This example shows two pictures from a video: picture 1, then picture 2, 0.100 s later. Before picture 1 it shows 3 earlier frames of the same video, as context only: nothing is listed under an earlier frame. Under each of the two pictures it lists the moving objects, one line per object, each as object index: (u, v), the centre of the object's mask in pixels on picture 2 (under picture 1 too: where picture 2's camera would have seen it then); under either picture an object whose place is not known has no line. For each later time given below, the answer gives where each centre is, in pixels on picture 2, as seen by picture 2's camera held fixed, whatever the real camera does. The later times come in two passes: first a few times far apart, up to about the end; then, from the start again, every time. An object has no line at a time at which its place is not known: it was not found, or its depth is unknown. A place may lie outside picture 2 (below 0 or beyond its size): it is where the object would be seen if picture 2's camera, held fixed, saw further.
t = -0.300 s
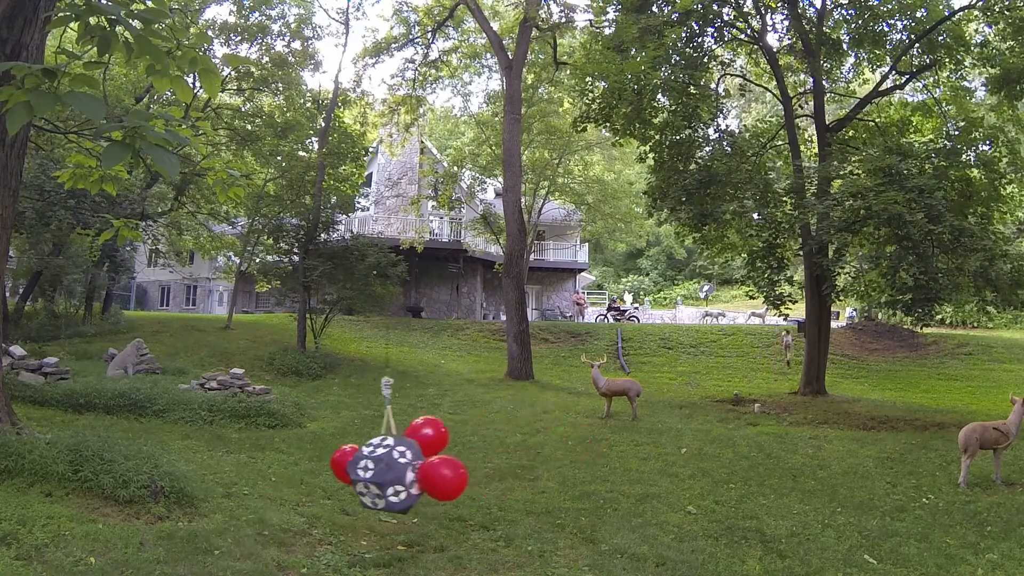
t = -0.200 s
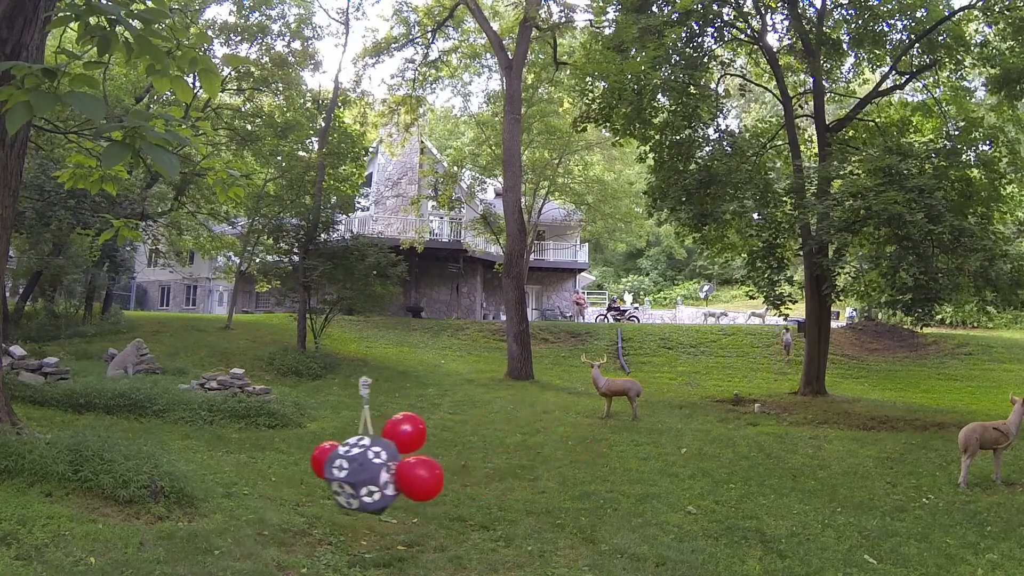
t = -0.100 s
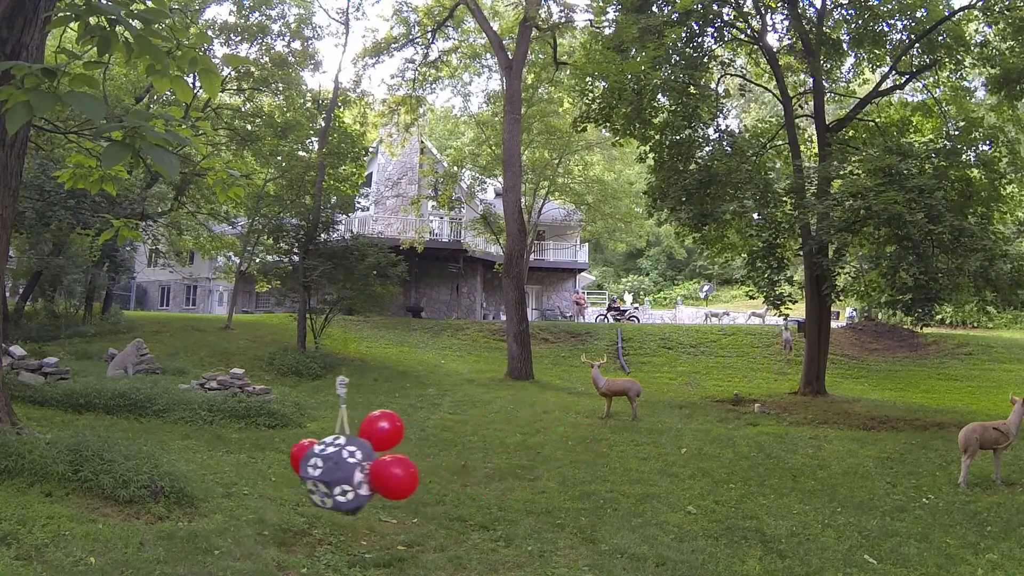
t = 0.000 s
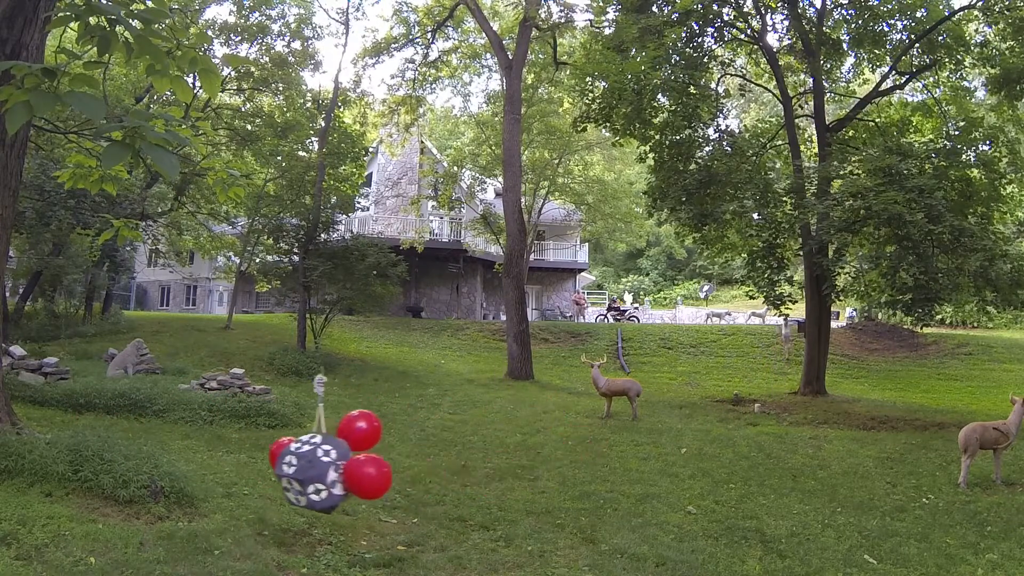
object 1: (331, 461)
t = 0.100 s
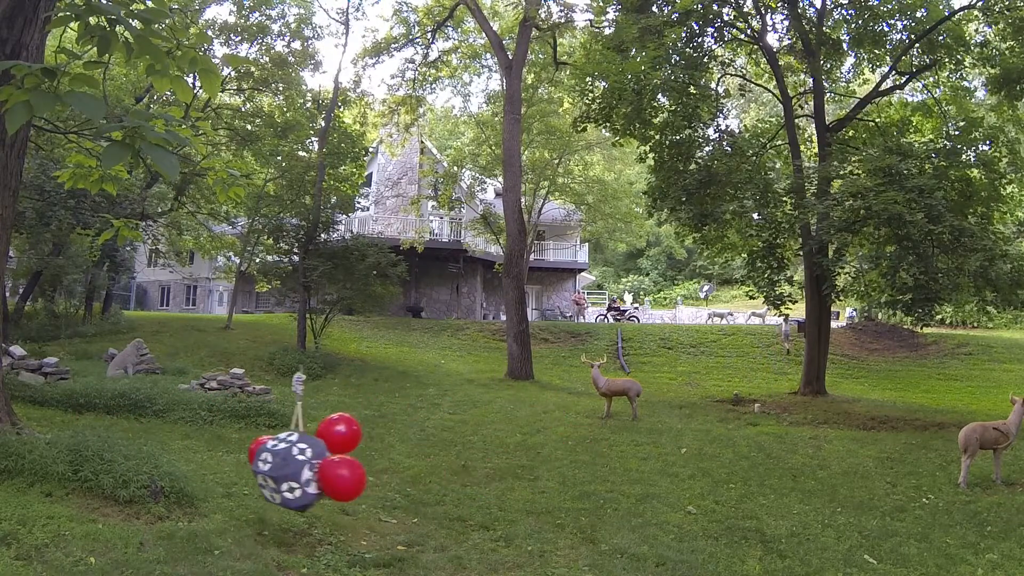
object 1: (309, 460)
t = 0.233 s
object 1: (279, 463)
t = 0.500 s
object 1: (224, 452)
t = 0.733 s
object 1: (193, 439)
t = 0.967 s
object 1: (177, 435)
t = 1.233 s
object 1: (174, 433)
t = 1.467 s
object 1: (185, 435)
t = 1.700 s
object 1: (210, 439)
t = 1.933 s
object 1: (247, 449)
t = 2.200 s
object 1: (299, 453)
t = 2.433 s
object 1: (347, 453)
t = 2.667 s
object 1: (396, 453)
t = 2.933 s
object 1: (448, 453)
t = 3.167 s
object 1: (487, 452)
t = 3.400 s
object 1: (514, 450)
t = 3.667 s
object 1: (527, 448)
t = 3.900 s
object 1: (522, 451)
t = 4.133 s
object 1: (501, 454)
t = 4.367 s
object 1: (468, 458)
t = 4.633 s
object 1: (418, 464)
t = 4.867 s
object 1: (366, 462)
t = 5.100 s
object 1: (314, 458)
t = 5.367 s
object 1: (262, 454)
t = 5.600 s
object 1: (224, 450)
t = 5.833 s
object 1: (198, 442)
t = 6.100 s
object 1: (177, 440)
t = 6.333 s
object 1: (179, 437)
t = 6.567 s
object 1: (194, 437)
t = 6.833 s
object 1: (226, 445)
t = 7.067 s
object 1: (265, 451)
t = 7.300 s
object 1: (307, 454)
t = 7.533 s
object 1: (351, 456)
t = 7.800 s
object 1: (402, 457)
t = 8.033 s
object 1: (443, 458)
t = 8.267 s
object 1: (481, 460)
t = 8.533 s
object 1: (505, 450)
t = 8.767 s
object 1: (511, 451)
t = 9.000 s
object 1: (504, 455)
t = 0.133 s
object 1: (301, 460)
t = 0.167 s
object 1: (293, 460)
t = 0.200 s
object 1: (286, 460)
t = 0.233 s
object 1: (279, 463)
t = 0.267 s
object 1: (271, 459)
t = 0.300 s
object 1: (264, 458)
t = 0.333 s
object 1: (256, 457)
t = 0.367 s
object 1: (250, 458)
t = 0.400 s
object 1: (243, 457)
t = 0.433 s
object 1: (236, 455)
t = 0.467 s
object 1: (230, 454)
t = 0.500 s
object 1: (224, 452)
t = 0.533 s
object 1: (219, 450)
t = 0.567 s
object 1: (214, 445)
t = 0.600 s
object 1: (209, 444)
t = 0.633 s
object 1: (205, 442)
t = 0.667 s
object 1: (201, 441)
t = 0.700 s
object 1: (197, 440)
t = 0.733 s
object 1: (193, 439)
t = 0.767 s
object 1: (190, 438)
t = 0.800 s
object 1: (187, 437)
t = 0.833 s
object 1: (185, 437)
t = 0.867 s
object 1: (183, 436)
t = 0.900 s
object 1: (181, 436)
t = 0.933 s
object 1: (179, 435)
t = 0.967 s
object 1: (177, 435)
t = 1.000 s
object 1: (176, 435)
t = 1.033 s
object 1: (175, 435)
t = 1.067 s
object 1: (175, 434)
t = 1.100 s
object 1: (174, 434)
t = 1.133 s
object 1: (174, 433)
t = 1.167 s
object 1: (173, 433)
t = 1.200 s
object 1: (174, 433)
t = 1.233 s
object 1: (174, 433)
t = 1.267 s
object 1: (175, 433)
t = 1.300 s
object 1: (176, 433)
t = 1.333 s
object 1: (177, 433)
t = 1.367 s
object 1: (178, 434)
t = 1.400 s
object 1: (180, 434)
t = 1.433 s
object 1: (183, 435)
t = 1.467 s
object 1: (185, 435)
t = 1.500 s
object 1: (188, 436)
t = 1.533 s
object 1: (191, 437)
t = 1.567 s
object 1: (194, 437)
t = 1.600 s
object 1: (198, 437)
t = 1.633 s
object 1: (201, 438)
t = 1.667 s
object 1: (206, 439)
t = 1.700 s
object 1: (210, 439)
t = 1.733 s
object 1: (215, 440)
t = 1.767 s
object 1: (220, 441)
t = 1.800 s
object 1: (224, 442)
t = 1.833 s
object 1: (230, 446)
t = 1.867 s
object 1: (235, 443)
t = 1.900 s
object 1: (241, 448)
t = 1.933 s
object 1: (247, 449)
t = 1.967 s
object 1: (252, 446)
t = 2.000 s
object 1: (259, 446)
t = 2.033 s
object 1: (266, 450)
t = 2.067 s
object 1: (272, 448)
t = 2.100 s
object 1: (278, 452)
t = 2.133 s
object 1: (285, 452)
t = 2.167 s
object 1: (292, 453)
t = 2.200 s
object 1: (299, 453)
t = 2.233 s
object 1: (305, 454)
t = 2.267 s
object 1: (312, 451)
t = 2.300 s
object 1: (319, 451)
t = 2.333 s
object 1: (326, 452)
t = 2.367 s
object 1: (333, 452)
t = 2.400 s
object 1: (340, 452)
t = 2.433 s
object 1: (347, 453)
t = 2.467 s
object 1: (354, 453)
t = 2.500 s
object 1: (361, 453)
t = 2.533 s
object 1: (368, 453)
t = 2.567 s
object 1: (375, 453)
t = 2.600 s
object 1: (382, 454)
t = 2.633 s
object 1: (389, 454)
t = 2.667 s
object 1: (396, 453)
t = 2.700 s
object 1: (403, 453)
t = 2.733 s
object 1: (410, 453)
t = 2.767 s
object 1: (416, 453)
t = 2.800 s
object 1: (423, 453)
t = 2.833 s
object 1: (429, 453)
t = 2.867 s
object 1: (436, 453)
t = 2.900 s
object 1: (442, 453)
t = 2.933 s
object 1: (448, 453)
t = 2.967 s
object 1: (455, 455)
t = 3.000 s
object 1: (460, 453)
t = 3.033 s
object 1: (466, 452)
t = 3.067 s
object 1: (471, 452)
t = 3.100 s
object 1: (476, 452)
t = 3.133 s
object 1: (482, 452)
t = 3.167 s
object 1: (487, 452)
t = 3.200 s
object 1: (492, 452)
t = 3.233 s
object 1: (496, 452)
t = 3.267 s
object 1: (500, 451)
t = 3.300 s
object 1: (504, 451)
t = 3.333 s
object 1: (508, 451)
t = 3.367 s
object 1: (511, 451)
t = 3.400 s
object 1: (514, 450)
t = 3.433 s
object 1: (517, 450)
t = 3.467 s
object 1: (520, 450)
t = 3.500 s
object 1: (522, 449)
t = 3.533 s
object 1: (523, 449)
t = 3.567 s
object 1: (525, 448)
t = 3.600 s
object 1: (526, 448)
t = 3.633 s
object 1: (526, 448)
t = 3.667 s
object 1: (527, 448)
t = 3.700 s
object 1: (527, 448)
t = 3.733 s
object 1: (527, 449)
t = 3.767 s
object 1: (527, 449)
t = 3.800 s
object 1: (526, 450)
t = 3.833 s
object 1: (525, 450)
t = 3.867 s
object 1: (524, 451)
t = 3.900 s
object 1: (522, 451)
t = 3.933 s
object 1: (520, 452)
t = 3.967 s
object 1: (518, 452)
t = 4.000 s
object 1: (515, 452)
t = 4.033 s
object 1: (512, 453)
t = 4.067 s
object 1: (509, 453)
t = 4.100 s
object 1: (505, 453)
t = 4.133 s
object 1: (501, 454)
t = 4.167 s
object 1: (497, 455)
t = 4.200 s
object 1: (493, 455)
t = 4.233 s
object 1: (488, 456)
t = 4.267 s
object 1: (484, 456)
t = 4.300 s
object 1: (479, 457)
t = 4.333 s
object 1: (473, 458)
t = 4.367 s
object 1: (468, 458)
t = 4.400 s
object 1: (463, 459)
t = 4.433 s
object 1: (457, 459)
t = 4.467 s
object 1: (451, 460)
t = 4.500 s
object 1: (445, 461)
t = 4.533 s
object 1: (439, 462)
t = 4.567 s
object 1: (432, 462)
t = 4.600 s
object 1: (426, 464)
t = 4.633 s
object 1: (418, 464)
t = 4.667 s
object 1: (411, 464)
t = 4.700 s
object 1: (404, 464)
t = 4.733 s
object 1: (396, 463)
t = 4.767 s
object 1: (389, 463)
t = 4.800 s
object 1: (382, 463)
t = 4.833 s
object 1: (374, 462)
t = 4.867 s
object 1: (366, 462)
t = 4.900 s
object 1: (359, 461)
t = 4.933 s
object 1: (351, 461)
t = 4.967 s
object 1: (343, 460)
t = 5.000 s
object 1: (336, 459)
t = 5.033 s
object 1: (328, 459)
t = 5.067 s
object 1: (322, 458)
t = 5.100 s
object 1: (314, 458)
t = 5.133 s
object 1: (307, 457)
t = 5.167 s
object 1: (300, 457)
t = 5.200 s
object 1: (293, 456)
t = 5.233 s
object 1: (287, 456)
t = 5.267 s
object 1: (280, 455)
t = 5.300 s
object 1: (274, 455)
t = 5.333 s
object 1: (268, 454)
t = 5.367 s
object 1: (262, 454)
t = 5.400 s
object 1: (256, 453)
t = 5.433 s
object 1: (250, 453)
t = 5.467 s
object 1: (245, 453)
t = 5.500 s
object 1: (239, 452)
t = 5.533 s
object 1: (234, 455)
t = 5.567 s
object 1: (229, 451)
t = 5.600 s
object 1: (224, 450)
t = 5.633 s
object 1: (220, 448)
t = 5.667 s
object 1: (215, 447)
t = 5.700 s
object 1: (211, 446)
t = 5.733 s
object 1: (208, 444)
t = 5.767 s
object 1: (204, 444)
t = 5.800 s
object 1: (201, 442)
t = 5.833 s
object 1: (198, 442)
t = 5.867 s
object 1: (195, 442)
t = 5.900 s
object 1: (192, 441)
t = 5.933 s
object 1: (189, 441)
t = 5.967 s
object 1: (186, 440)
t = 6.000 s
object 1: (183, 440)
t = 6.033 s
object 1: (181, 440)
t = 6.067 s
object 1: (179, 440)
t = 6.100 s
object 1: (177, 440)
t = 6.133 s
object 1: (177, 439)
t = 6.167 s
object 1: (176, 439)
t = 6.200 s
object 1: (176, 439)
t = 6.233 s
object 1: (176, 438)
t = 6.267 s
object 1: (177, 438)
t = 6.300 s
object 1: (178, 437)
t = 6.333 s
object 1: (179, 437)
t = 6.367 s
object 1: (180, 437)
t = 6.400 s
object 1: (182, 437)
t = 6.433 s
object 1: (184, 437)
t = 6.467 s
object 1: (186, 437)
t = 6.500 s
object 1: (189, 437)
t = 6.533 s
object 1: (191, 437)
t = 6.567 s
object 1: (194, 437)
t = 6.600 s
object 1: (198, 438)
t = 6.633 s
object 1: (201, 439)
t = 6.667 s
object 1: (205, 440)
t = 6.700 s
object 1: (209, 441)
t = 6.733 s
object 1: (213, 441)
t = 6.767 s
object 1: (216, 446)
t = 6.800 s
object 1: (221, 443)
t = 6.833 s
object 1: (226, 445)
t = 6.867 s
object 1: (231, 445)
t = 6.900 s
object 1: (236, 450)
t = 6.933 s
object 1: (241, 448)
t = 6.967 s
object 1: (247, 449)
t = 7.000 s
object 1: (253, 450)
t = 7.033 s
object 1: (259, 450)
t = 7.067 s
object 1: (265, 451)
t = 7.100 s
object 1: (270, 455)
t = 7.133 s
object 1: (276, 452)
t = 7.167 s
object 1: (282, 453)
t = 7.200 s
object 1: (289, 453)
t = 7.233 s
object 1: (295, 454)
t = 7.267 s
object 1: (301, 454)
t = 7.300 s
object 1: (307, 454)
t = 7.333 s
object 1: (313, 454)
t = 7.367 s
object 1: (319, 458)
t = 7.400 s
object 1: (325, 455)
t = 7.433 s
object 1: (332, 456)
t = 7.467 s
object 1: (338, 459)
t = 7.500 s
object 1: (345, 456)
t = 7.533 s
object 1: (351, 456)
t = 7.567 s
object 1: (358, 456)
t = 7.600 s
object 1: (364, 459)
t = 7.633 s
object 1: (371, 456)
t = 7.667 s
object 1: (377, 456)
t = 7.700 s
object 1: (383, 456)
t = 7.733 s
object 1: (389, 457)
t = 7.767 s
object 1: (395, 457)
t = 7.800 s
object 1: (402, 457)
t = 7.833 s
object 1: (408, 457)
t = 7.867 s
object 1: (414, 457)
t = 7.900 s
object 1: (420, 457)
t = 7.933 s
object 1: (426, 458)
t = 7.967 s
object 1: (431, 458)
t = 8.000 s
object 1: (437, 458)
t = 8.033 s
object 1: (443, 458)
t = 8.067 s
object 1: (449, 458)
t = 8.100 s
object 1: (454, 458)
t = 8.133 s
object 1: (460, 457)
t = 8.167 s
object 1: (465, 457)
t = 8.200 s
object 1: (470, 457)
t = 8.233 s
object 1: (475, 457)
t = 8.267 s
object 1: (481, 460)
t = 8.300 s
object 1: (484, 456)
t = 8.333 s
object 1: (488, 455)
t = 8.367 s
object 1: (491, 454)
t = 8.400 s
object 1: (495, 453)
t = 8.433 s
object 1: (498, 452)
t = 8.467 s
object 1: (500, 451)
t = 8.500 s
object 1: (503, 451)
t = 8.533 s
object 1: (505, 450)
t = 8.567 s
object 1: (506, 450)
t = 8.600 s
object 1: (508, 450)
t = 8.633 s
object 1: (509, 450)
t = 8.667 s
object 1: (510, 450)
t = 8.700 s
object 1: (510, 451)
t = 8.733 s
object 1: (511, 451)
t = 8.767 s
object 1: (511, 451)
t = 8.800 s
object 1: (511, 452)
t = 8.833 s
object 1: (510, 452)
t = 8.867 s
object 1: (510, 453)
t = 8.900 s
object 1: (509, 454)
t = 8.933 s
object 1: (508, 454)
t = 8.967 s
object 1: (507, 459)
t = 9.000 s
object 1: (504, 455)
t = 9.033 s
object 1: (502, 455)
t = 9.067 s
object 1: (499, 456)
